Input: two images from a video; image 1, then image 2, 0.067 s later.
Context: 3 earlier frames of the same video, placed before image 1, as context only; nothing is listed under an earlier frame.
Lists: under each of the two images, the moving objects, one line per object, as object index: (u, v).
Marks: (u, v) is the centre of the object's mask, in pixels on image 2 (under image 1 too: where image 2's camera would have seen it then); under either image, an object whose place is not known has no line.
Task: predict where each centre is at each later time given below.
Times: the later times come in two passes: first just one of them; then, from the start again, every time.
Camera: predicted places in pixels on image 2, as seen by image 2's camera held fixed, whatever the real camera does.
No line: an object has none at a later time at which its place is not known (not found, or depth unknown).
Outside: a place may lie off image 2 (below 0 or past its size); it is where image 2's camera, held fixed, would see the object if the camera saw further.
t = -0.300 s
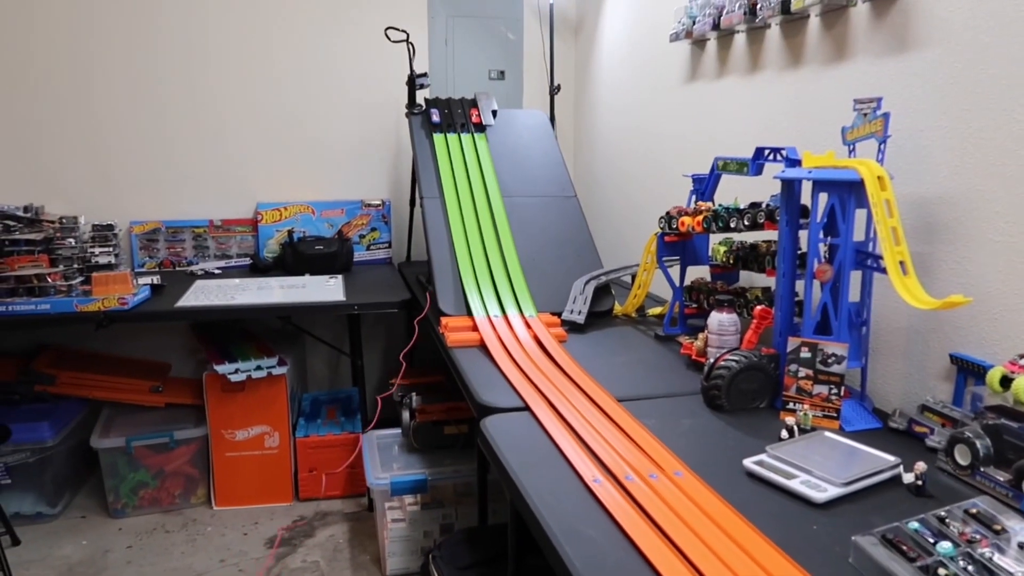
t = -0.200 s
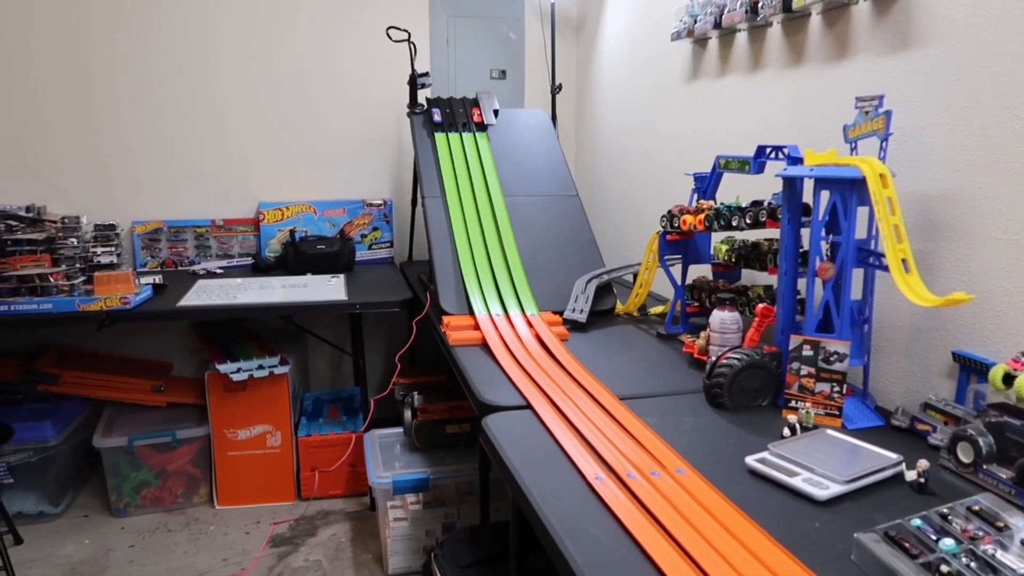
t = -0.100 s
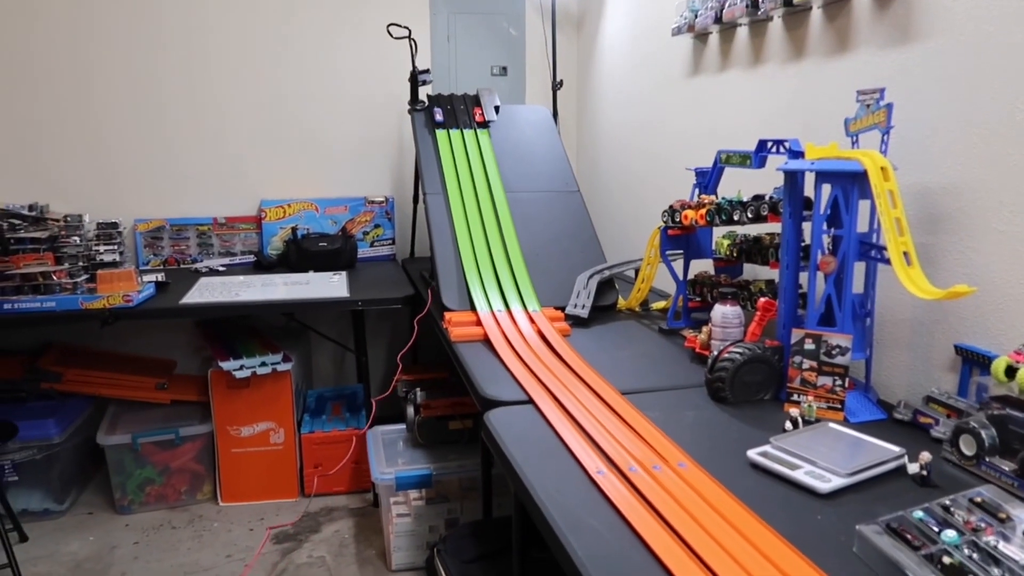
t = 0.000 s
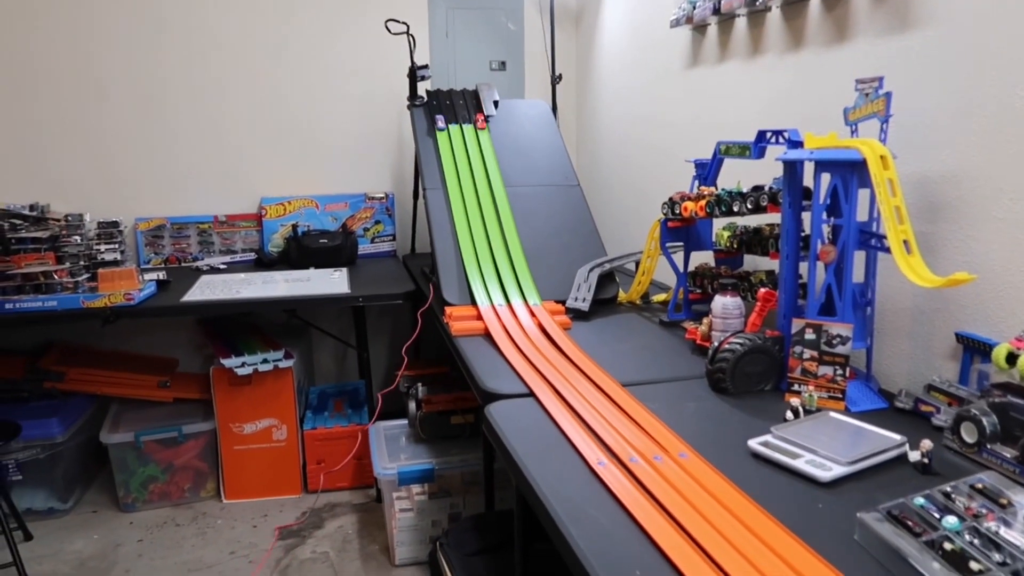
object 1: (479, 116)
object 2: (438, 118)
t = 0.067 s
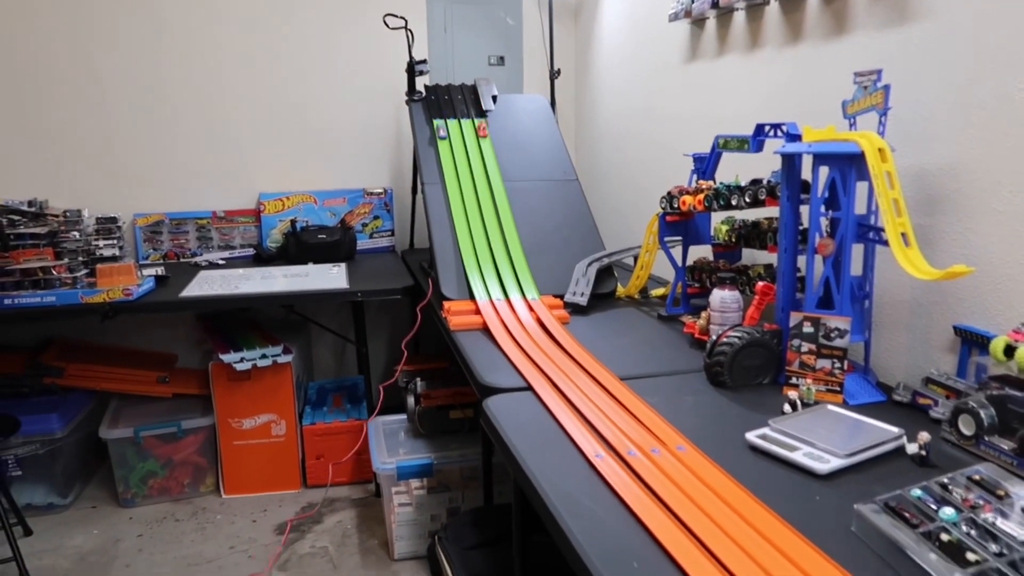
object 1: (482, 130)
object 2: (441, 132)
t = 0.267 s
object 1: (501, 198)
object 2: (456, 204)
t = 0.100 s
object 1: (484, 139)
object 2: (443, 140)
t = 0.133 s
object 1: (486, 148)
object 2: (445, 150)
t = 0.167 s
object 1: (490, 158)
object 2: (448, 161)
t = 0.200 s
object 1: (492, 170)
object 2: (450, 174)
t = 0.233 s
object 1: (496, 183)
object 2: (453, 188)
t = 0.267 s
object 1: (501, 198)
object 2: (456, 204)
